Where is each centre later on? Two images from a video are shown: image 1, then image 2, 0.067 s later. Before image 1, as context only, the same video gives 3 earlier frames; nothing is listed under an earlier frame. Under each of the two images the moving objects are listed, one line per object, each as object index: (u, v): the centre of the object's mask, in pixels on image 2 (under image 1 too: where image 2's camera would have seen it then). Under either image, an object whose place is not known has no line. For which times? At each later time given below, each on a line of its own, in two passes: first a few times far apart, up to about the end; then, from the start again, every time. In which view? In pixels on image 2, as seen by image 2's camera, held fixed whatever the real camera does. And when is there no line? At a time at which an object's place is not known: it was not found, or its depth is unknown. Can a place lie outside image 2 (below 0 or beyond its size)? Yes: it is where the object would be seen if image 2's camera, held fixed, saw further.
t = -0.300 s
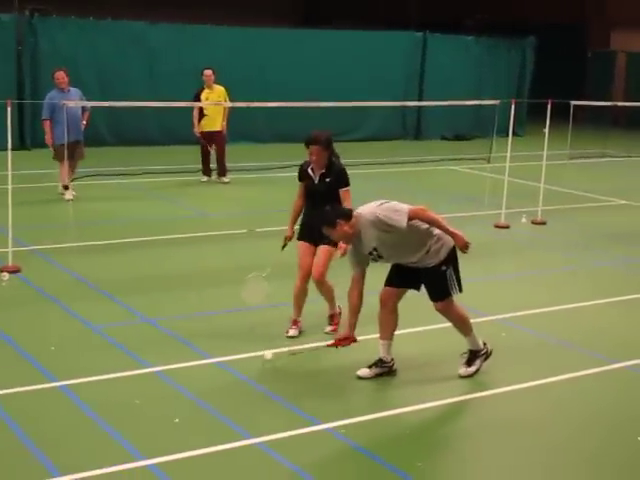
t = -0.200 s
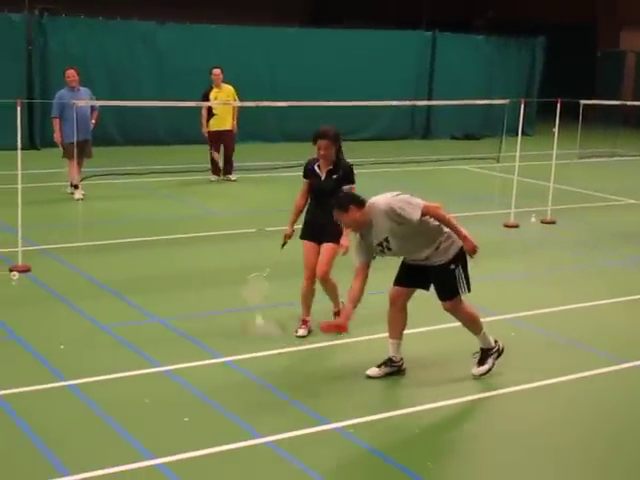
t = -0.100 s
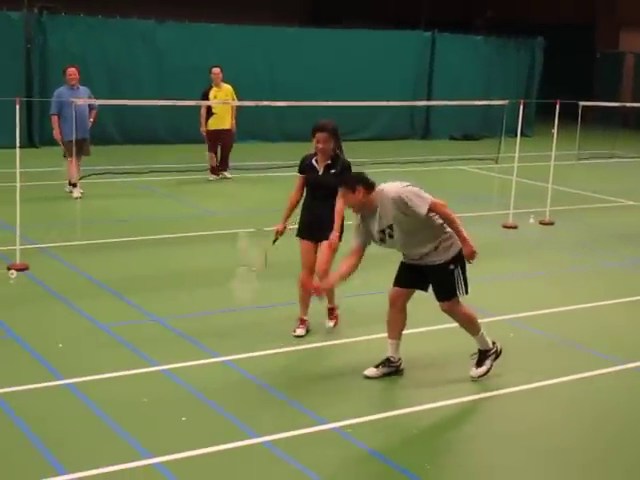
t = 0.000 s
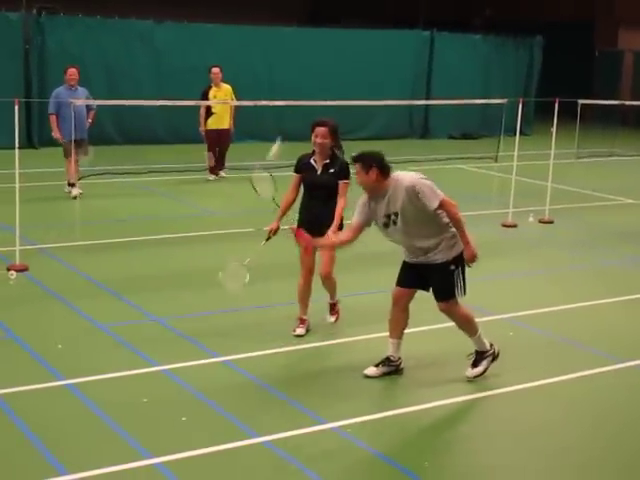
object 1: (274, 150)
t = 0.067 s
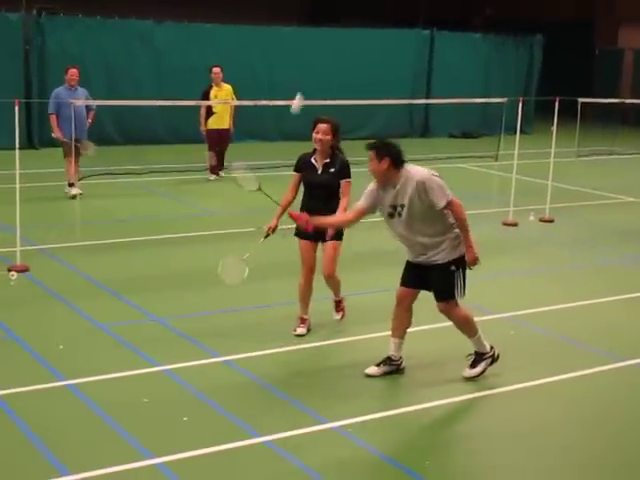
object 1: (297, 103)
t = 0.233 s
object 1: (334, 34)
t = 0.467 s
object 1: (376, 13)
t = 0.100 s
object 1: (306, 84)
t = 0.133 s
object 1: (313, 68)
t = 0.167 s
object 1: (320, 55)
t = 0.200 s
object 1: (327, 43)
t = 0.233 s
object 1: (334, 34)
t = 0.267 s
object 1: (341, 26)
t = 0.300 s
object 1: (347, 20)
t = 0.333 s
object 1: (353, 16)
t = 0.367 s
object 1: (359, 13)
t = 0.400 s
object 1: (365, 11)
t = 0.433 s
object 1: (370, 11)
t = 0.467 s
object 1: (376, 13)
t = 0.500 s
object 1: (381, 15)
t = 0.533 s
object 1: (386, 19)
